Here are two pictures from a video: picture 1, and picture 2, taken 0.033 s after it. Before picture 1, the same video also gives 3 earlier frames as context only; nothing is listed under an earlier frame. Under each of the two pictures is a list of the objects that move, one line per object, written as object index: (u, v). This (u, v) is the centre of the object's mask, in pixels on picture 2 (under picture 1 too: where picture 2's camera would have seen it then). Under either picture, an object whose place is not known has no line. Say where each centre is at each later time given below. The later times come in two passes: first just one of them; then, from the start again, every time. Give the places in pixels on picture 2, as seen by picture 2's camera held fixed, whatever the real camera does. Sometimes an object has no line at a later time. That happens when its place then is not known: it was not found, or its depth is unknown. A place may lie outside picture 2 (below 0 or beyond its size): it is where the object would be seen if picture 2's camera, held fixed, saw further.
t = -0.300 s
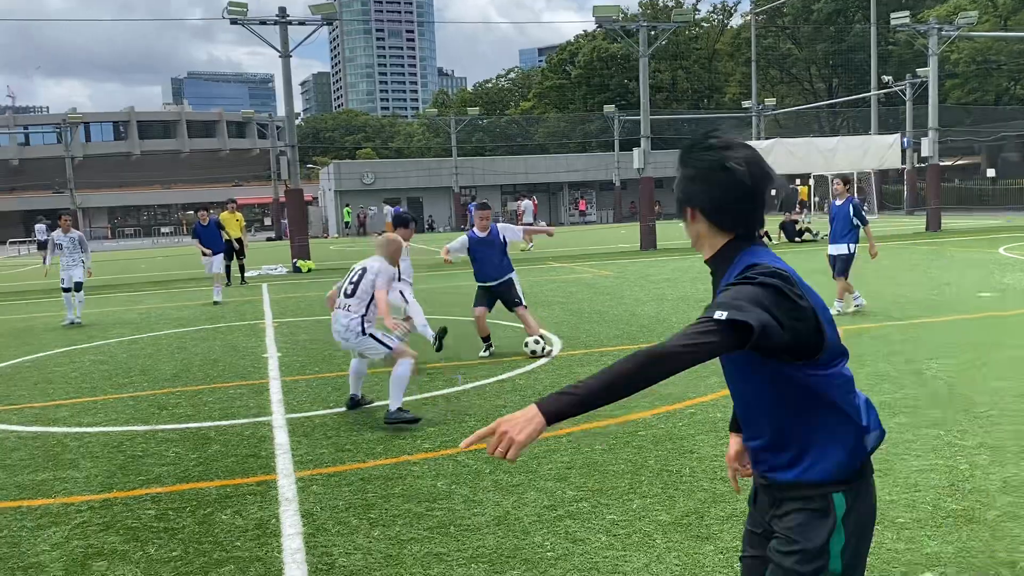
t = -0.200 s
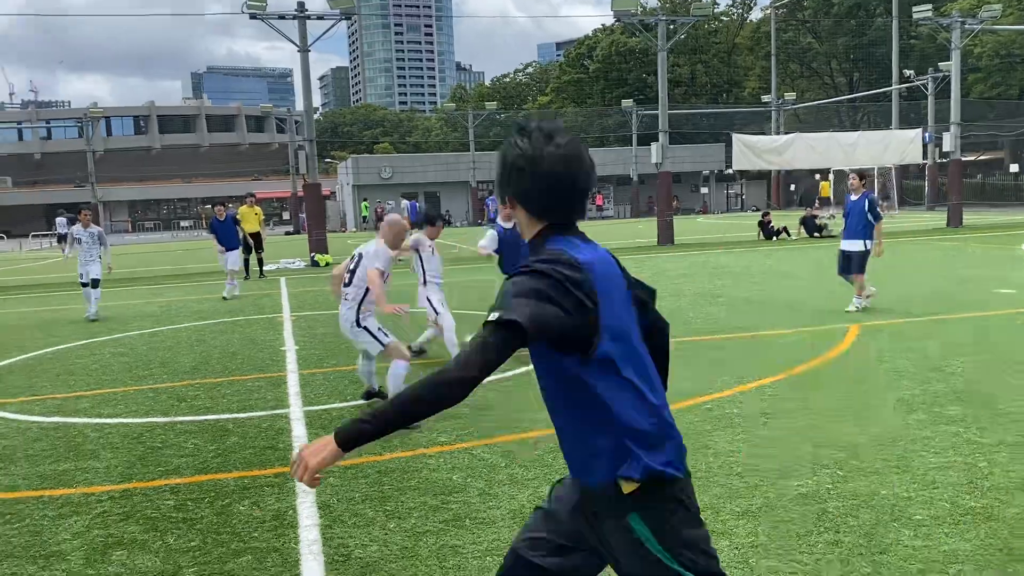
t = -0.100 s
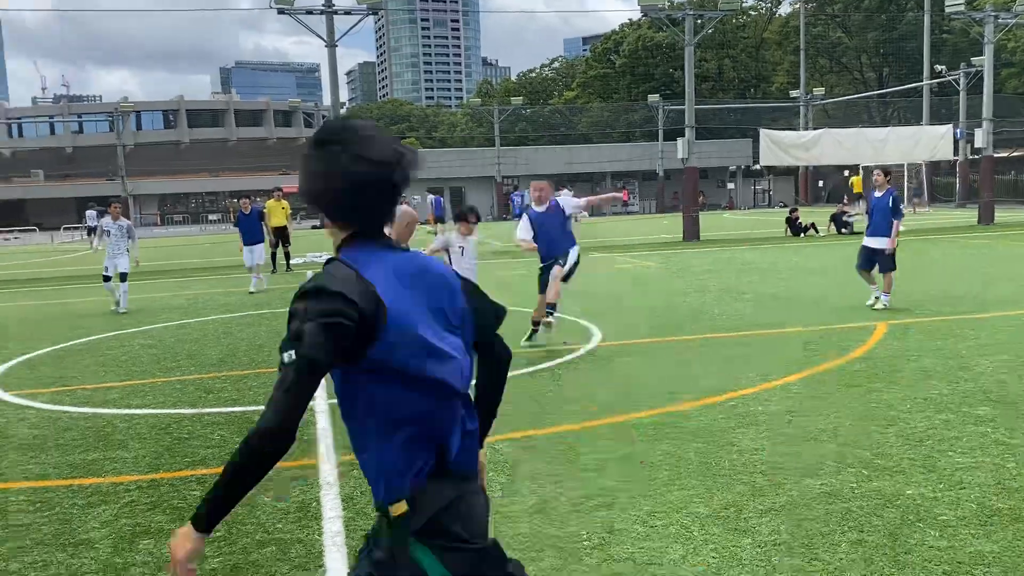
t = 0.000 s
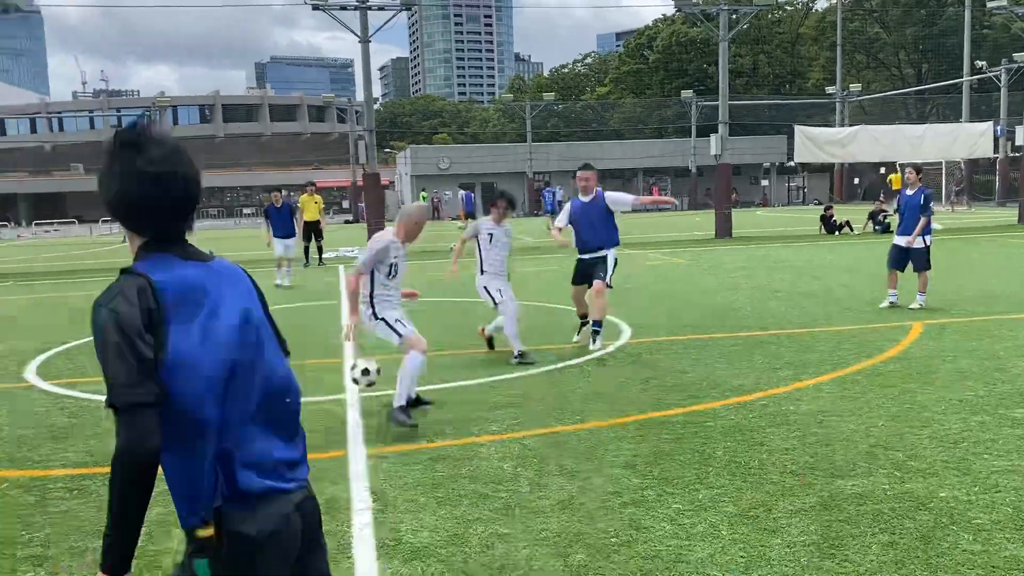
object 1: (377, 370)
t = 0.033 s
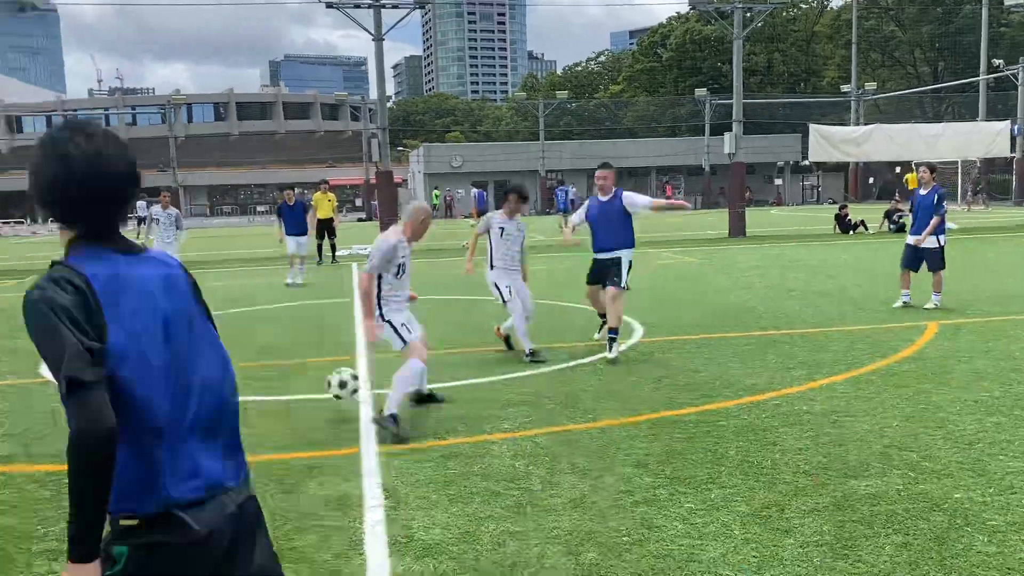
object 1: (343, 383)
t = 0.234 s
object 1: (100, 457)
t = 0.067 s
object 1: (306, 400)
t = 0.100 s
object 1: (266, 421)
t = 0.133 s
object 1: (225, 439)
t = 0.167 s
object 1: (187, 442)
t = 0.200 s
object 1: (145, 448)
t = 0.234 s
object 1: (100, 457)
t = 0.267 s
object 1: (51, 470)
